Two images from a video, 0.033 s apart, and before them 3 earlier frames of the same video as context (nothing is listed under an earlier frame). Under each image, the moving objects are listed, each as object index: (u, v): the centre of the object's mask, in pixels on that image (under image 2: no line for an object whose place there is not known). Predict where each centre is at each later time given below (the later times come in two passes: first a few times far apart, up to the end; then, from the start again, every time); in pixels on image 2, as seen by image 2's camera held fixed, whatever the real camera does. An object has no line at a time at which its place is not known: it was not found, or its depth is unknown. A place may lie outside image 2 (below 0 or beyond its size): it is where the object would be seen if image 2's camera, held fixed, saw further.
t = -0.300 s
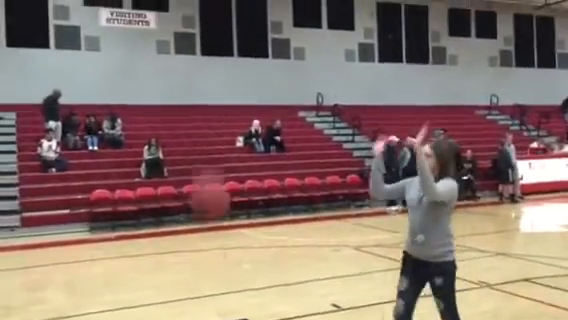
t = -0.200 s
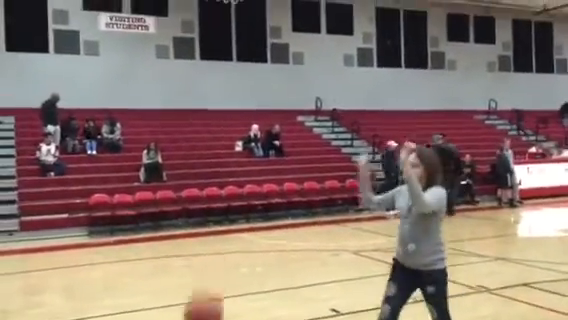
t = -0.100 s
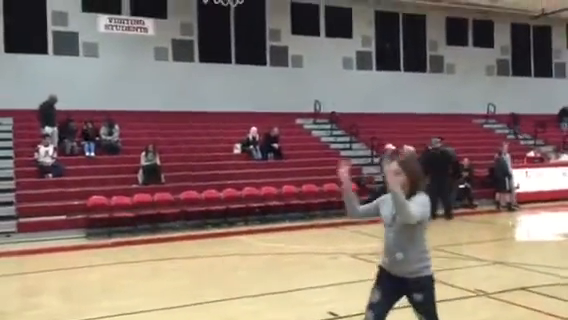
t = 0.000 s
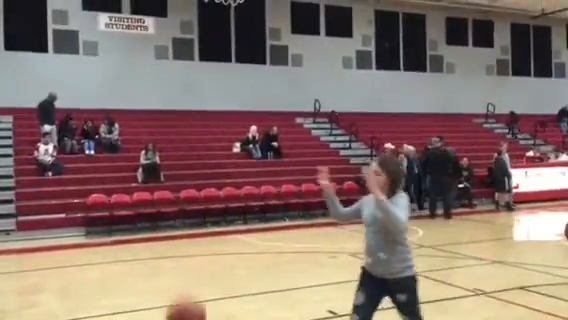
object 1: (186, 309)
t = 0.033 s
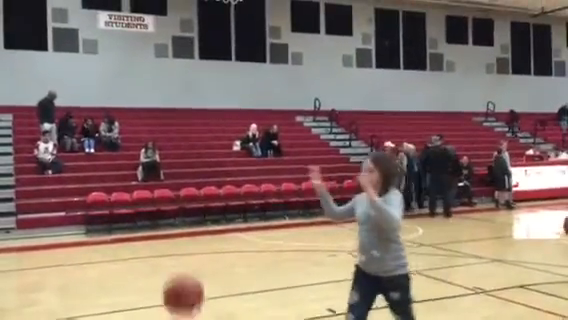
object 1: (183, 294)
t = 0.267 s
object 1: (168, 185)
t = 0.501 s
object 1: (152, 159)
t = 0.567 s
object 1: (146, 166)
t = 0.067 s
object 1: (181, 275)
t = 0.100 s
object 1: (179, 255)
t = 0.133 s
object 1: (176, 234)
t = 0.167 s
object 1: (174, 217)
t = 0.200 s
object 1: (172, 207)
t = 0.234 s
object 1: (172, 193)
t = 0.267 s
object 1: (168, 185)
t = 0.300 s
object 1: (166, 175)
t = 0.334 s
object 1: (164, 169)
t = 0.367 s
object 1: (160, 163)
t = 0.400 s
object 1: (159, 159)
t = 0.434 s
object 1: (157, 156)
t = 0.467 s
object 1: (155, 155)
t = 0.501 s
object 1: (152, 159)
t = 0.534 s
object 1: (148, 162)
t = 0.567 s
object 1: (146, 166)
